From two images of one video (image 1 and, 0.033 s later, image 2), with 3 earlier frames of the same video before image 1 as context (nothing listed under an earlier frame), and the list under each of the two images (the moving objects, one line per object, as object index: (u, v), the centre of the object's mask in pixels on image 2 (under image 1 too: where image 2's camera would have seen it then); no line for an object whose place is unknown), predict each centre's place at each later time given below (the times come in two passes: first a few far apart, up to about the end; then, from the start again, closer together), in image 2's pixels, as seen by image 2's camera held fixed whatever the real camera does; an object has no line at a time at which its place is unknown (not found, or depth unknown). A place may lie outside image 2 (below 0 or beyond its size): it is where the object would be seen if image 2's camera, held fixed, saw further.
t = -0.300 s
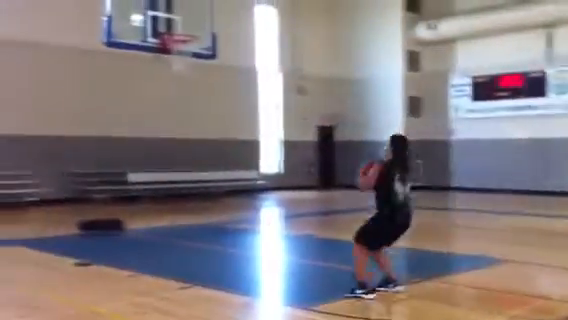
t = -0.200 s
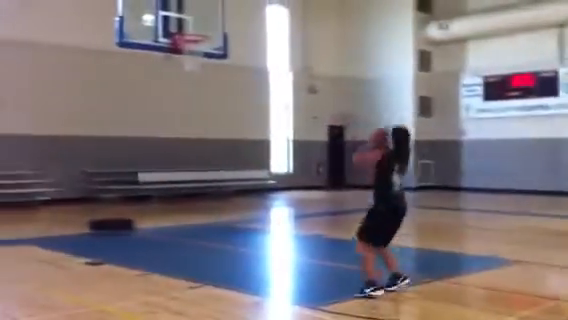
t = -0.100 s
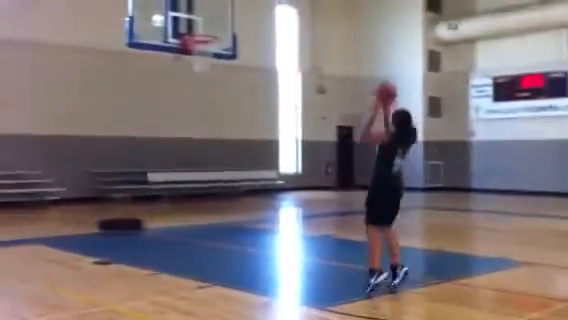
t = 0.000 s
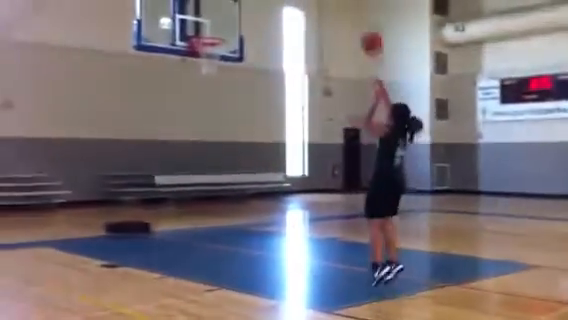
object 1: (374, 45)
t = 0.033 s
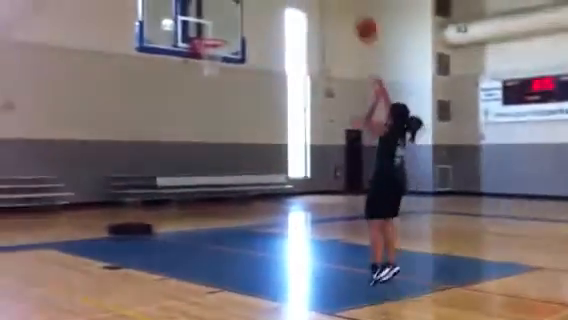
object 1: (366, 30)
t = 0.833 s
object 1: (232, -11)
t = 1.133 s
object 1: (202, 61)
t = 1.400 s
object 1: (198, 98)
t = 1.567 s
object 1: (194, 141)
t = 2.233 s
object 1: (201, 154)
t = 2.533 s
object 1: (210, 155)
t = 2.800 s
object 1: (224, 196)
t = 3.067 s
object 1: (221, 198)
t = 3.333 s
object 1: (227, 190)
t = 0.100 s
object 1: (352, 5)
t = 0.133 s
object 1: (346, -1)
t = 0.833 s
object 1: (232, -11)
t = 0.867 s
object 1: (228, -5)
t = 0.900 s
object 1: (224, 5)
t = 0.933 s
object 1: (219, 14)
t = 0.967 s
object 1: (216, 24)
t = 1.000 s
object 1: (212, 33)
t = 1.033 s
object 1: (209, 45)
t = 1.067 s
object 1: (209, 50)
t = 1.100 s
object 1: (202, 59)
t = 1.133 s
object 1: (202, 61)
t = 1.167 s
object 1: (202, 61)
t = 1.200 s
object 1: (202, 64)
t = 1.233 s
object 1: (201, 70)
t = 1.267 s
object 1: (200, 74)
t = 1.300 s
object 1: (200, 79)
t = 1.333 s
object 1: (199, 84)
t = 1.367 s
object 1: (199, 90)
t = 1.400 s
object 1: (198, 98)
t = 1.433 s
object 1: (198, 105)
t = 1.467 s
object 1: (197, 114)
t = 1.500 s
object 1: (196, 123)
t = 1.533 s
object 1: (196, 132)
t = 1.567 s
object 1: (194, 141)
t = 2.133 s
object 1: (195, 162)
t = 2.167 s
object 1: (198, 155)
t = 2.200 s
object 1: (201, 154)
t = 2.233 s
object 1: (201, 154)
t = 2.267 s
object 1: (200, 154)
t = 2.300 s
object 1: (205, 150)
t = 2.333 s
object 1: (204, 152)
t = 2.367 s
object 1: (206, 149)
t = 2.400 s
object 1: (207, 149)
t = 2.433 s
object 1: (207, 149)
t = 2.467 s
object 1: (209, 148)
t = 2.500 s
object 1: (210, 150)
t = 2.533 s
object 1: (210, 155)
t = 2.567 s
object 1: (211, 158)
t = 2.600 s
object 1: (212, 159)
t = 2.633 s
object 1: (210, 149)
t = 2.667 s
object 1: (215, 177)
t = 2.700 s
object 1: (216, 182)
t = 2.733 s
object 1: (215, 192)
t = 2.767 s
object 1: (220, 196)
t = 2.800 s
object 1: (224, 196)
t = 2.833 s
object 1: (222, 220)
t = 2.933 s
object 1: (223, 229)
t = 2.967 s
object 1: (224, 227)
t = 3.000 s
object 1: (224, 216)
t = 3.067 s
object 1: (221, 198)
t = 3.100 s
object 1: (221, 198)
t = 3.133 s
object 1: (224, 197)
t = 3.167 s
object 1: (223, 194)
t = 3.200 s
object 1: (225, 191)
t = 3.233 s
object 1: (224, 190)
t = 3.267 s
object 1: (228, 189)
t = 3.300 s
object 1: (228, 190)
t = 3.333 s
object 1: (227, 190)
